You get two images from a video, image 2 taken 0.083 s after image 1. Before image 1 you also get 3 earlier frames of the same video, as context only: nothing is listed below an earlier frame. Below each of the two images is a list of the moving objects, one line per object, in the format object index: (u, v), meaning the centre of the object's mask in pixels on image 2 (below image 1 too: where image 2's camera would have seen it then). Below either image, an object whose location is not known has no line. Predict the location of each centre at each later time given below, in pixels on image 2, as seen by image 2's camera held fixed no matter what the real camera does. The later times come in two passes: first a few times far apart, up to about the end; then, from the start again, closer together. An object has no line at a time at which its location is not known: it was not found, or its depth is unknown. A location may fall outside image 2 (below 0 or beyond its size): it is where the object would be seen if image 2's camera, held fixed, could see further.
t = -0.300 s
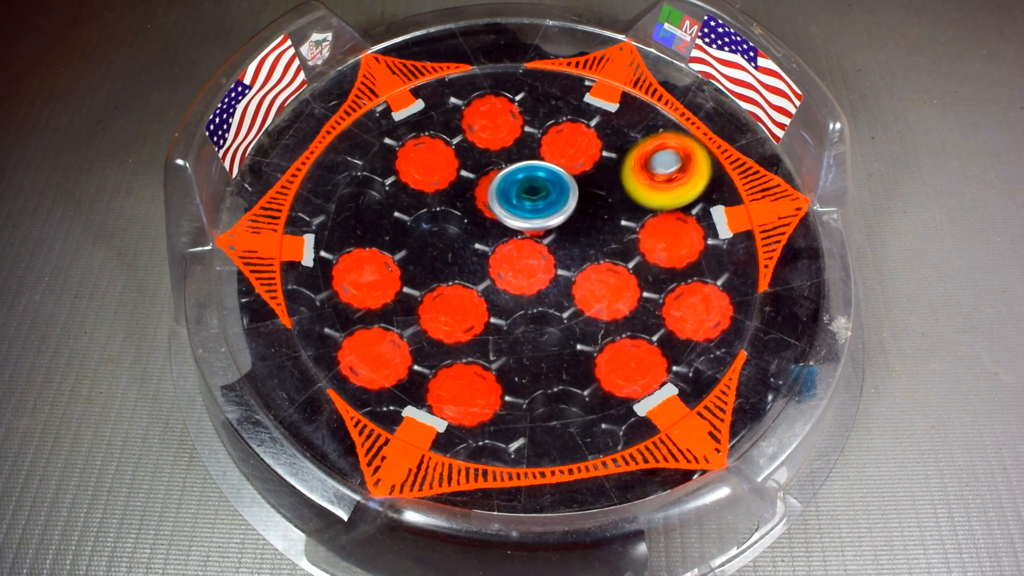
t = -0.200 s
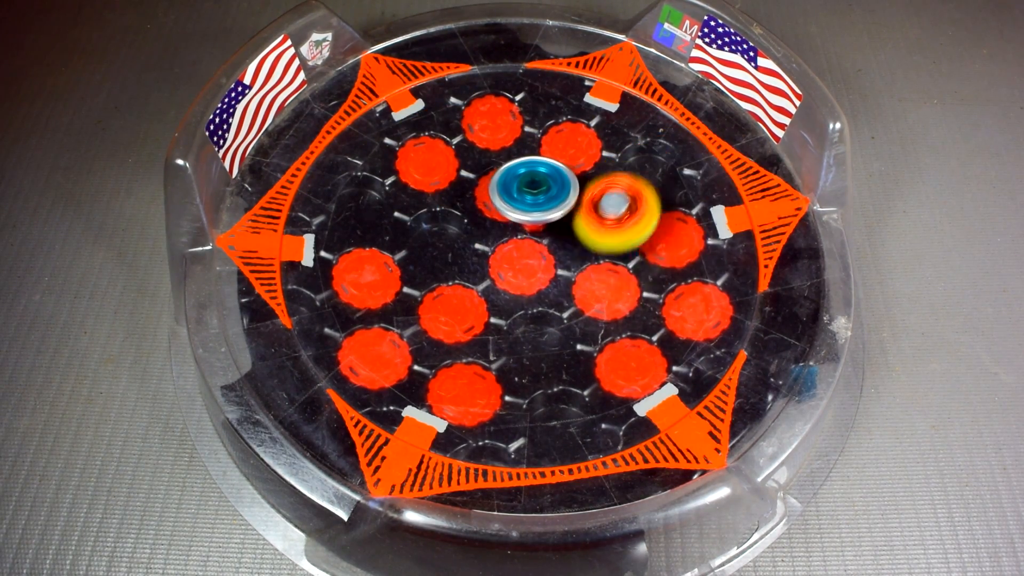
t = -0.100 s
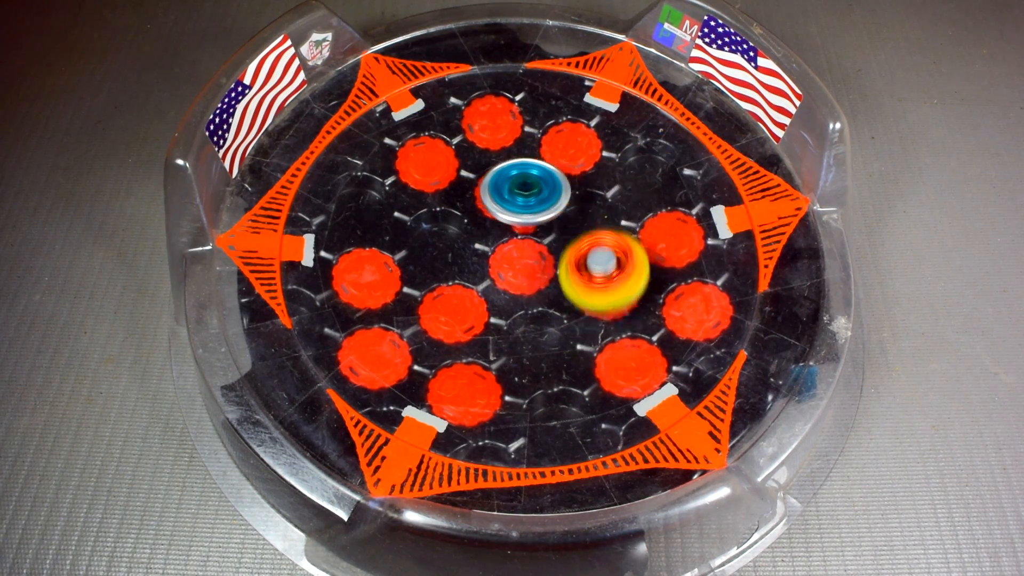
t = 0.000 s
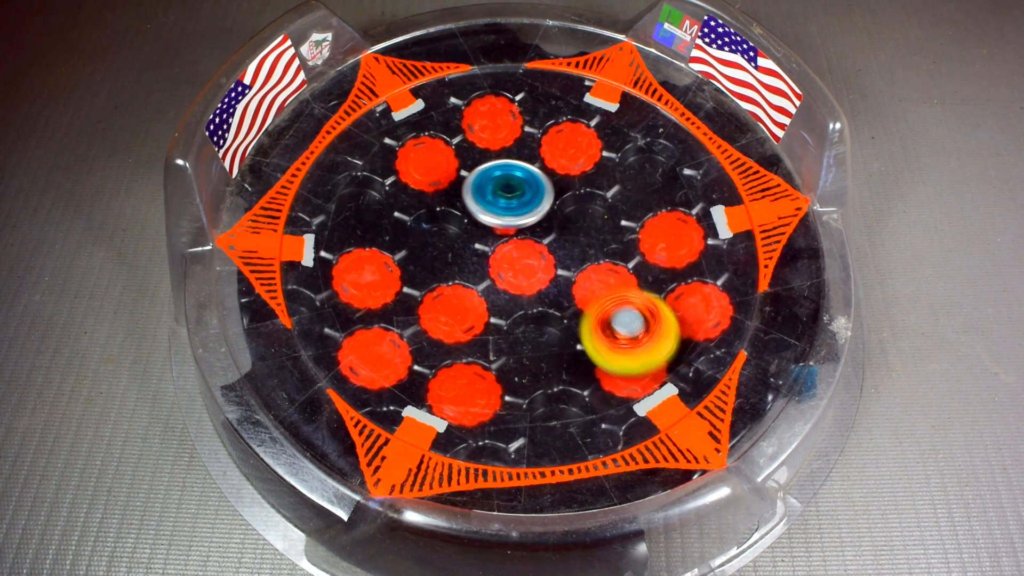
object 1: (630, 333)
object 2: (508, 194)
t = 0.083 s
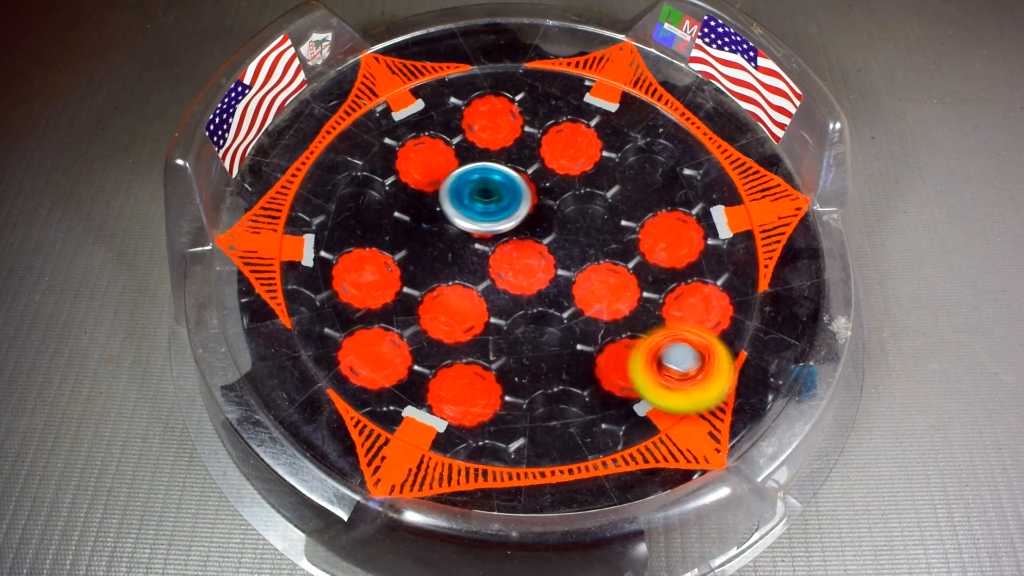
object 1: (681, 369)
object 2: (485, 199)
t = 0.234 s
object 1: (698, 330)
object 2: (465, 208)
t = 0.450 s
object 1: (570, 308)
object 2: (478, 230)
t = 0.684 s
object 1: (502, 365)
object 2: (471, 241)
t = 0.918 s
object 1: (512, 332)
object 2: (465, 245)
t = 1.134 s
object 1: (531, 330)
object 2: (360, 115)
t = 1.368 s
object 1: (538, 248)
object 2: (377, 114)
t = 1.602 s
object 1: (475, 229)
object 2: (346, 199)
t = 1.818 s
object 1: (574, 230)
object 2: (311, 231)
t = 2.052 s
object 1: (548, 180)
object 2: (355, 338)
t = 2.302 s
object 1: (557, 270)
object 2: (573, 425)
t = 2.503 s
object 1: (644, 277)
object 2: (752, 271)
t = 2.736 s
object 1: (572, 236)
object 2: (729, 172)
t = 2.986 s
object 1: (550, 326)
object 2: (670, 158)
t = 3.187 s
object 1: (587, 283)
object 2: (589, 164)
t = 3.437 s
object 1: (539, 290)
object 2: (456, 216)
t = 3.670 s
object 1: (538, 267)
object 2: (421, 233)
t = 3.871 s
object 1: (516, 265)
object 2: (433, 228)
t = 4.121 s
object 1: (510, 268)
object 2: (425, 240)
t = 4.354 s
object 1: (541, 265)
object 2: (434, 239)
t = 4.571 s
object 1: (547, 218)
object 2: (456, 242)
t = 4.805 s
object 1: (502, 227)
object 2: (421, 224)
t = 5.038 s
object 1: (509, 254)
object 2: (390, 223)
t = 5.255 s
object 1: (601, 309)
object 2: (439, 213)
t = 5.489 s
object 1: (678, 298)
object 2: (461, 216)
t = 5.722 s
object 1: (614, 251)
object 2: (540, 279)
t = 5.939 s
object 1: (562, 217)
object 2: (480, 303)
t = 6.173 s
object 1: (549, 153)
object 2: (409, 287)
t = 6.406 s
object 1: (519, 140)
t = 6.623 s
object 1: (520, 193)
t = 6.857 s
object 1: (518, 208)
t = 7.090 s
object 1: (529, 222)
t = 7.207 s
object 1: (529, 219)
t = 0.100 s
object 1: (694, 375)
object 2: (482, 199)
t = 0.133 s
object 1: (703, 361)
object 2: (475, 201)
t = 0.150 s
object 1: (703, 352)
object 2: (472, 202)
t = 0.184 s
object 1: (702, 340)
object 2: (468, 204)
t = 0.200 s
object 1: (702, 336)
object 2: (467, 206)
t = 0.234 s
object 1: (698, 330)
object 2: (465, 208)
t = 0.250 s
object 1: (694, 327)
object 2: (464, 210)
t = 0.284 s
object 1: (682, 320)
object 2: (464, 213)
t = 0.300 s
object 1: (674, 317)
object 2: (465, 215)
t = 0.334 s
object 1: (654, 309)
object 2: (467, 219)
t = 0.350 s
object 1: (643, 306)
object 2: (468, 220)
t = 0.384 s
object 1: (618, 301)
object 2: (471, 224)
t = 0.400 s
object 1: (606, 302)
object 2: (473, 225)
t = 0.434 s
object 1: (581, 304)
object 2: (476, 228)
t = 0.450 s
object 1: (570, 308)
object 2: (478, 230)
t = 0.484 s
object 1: (550, 315)
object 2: (479, 232)
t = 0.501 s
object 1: (542, 319)
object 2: (478, 233)
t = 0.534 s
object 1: (528, 328)
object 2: (474, 233)
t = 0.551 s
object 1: (521, 333)
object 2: (472, 233)
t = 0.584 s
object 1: (510, 343)
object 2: (468, 233)
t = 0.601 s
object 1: (506, 349)
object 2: (467, 233)
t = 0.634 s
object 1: (502, 358)
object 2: (467, 236)
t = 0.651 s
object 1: (502, 362)
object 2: (468, 237)
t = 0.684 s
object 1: (502, 365)
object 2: (471, 241)
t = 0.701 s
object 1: (502, 366)
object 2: (472, 244)
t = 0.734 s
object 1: (506, 365)
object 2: (472, 249)
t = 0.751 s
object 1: (507, 364)
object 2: (471, 252)
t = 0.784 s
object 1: (510, 357)
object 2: (469, 258)
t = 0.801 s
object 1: (510, 353)
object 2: (470, 260)
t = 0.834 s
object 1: (511, 345)
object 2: (477, 262)
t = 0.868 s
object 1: (513, 343)
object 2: (482, 251)
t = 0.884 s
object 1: (514, 339)
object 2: (479, 248)
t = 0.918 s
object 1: (512, 332)
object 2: (465, 245)
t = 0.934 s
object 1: (511, 327)
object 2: (457, 244)
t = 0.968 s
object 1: (506, 317)
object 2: (445, 243)
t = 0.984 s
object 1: (502, 313)
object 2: (441, 243)
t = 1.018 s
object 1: (495, 305)
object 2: (437, 242)
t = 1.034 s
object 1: (498, 307)
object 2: (425, 222)
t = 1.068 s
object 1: (507, 322)
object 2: (397, 185)
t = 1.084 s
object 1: (513, 326)
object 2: (385, 163)
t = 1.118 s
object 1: (524, 330)
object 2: (369, 127)
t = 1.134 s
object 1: (531, 330)
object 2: (360, 115)
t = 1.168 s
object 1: (543, 327)
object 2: (347, 98)
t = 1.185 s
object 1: (549, 323)
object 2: (345, 88)
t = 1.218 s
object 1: (558, 312)
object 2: (346, 81)
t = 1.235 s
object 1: (561, 305)
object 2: (347, 79)
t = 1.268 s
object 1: (563, 289)
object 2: (351, 81)
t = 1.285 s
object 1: (560, 281)
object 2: (354, 83)
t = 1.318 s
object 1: (552, 265)
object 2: (363, 94)
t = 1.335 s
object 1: (547, 258)
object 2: (367, 100)
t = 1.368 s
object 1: (538, 248)
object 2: (377, 114)
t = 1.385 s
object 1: (535, 243)
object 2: (381, 121)
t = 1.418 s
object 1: (527, 234)
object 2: (386, 136)
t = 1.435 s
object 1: (522, 228)
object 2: (386, 144)
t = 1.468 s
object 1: (506, 217)
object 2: (387, 160)
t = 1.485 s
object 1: (497, 213)
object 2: (389, 168)
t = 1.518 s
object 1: (478, 210)
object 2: (394, 184)
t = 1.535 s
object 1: (471, 210)
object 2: (397, 190)
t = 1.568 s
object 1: (467, 217)
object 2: (373, 195)
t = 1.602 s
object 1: (475, 229)
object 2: (346, 199)
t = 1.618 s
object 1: (482, 233)
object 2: (338, 201)
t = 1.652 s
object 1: (497, 241)
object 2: (330, 206)
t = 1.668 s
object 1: (504, 242)
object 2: (329, 210)
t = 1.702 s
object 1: (516, 244)
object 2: (328, 218)
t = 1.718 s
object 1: (523, 245)
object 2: (327, 221)
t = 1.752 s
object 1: (538, 245)
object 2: (323, 226)
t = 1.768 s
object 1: (547, 243)
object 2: (320, 227)
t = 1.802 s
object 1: (567, 235)
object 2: (313, 229)
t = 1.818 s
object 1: (574, 230)
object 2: (311, 231)
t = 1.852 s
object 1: (585, 218)
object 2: (307, 236)
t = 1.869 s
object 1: (589, 212)
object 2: (307, 240)
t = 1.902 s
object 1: (593, 200)
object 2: (307, 251)
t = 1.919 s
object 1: (592, 194)
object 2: (309, 258)
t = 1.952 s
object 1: (586, 184)
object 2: (313, 278)
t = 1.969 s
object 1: (581, 180)
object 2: (319, 290)
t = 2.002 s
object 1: (569, 176)
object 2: (335, 315)
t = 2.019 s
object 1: (562, 176)
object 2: (344, 325)
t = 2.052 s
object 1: (548, 180)
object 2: (355, 338)
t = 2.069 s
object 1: (542, 183)
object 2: (359, 341)
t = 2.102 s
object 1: (532, 194)
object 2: (372, 349)
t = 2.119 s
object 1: (528, 200)
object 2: (382, 357)
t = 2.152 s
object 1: (524, 216)
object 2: (409, 380)
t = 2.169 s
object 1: (523, 223)
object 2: (425, 389)
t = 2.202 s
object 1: (525, 235)
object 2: (454, 411)
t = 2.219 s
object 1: (527, 240)
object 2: (469, 424)
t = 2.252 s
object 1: (535, 251)
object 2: (505, 443)
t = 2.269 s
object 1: (541, 257)
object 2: (528, 437)
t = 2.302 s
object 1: (557, 270)
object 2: (573, 425)
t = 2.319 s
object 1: (565, 275)
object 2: (598, 416)
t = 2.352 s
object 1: (582, 281)
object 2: (649, 397)
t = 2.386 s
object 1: (598, 285)
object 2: (697, 378)
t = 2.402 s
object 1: (605, 286)
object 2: (711, 360)
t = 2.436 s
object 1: (620, 287)
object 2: (732, 328)
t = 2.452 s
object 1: (626, 286)
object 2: (741, 313)
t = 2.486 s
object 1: (638, 281)
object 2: (750, 285)
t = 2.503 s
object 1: (644, 277)
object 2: (752, 271)
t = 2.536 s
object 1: (650, 266)
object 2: (751, 243)
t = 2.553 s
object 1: (651, 260)
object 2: (750, 231)
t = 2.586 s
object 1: (646, 247)
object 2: (747, 209)
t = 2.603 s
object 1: (641, 242)
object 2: (745, 201)
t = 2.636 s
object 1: (627, 233)
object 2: (740, 189)
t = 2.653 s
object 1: (618, 231)
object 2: (738, 185)
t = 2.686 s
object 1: (599, 230)
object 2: (734, 178)
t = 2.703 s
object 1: (590, 231)
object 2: (733, 176)
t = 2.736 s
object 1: (572, 236)
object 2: (729, 172)
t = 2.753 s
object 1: (564, 240)
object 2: (726, 170)
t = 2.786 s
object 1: (550, 249)
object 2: (721, 167)
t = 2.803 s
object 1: (544, 256)
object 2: (718, 166)
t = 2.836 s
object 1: (536, 270)
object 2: (710, 164)
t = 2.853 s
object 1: (532, 278)
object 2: (707, 163)
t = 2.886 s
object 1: (531, 294)
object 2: (699, 161)
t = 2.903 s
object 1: (531, 301)
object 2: (695, 161)
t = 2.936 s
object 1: (535, 313)
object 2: (686, 159)
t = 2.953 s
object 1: (539, 318)
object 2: (681, 160)
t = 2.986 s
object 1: (550, 326)
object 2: (670, 158)
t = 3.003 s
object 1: (556, 328)
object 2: (665, 157)
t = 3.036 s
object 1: (568, 328)
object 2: (653, 156)
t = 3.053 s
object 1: (573, 327)
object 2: (647, 156)
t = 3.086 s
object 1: (583, 321)
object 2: (633, 157)
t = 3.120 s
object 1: (589, 311)
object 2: (619, 158)
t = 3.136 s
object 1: (591, 304)
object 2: (612, 160)
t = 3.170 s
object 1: (590, 290)
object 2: (597, 162)
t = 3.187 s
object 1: (587, 283)
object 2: (589, 164)
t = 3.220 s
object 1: (578, 270)
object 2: (573, 167)
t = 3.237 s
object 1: (572, 264)
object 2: (565, 169)
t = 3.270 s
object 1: (558, 252)
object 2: (548, 172)
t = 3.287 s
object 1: (552, 247)
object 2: (538, 174)
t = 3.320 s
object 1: (544, 252)
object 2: (519, 171)
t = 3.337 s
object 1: (543, 260)
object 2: (512, 168)
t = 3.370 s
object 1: (541, 275)
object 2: (497, 179)
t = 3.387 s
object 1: (540, 280)
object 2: (486, 191)
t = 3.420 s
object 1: (539, 287)
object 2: (464, 208)
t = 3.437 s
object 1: (539, 290)
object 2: (456, 216)
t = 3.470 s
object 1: (541, 293)
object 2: (443, 228)
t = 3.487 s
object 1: (541, 293)
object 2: (438, 231)
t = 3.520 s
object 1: (543, 293)
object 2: (430, 233)
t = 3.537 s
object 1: (544, 292)
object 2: (426, 233)
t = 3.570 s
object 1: (546, 288)
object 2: (422, 233)
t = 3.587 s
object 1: (546, 285)
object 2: (420, 234)
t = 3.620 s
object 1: (545, 279)
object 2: (419, 234)
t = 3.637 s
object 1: (543, 275)
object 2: (419, 234)
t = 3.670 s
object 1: (538, 267)
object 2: (421, 233)
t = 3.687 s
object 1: (536, 264)
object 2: (423, 233)
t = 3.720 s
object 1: (531, 260)
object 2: (426, 232)
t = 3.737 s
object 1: (529, 260)
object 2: (428, 231)
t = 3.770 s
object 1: (525, 261)
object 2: (431, 229)
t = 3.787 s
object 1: (523, 262)
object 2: (433, 228)
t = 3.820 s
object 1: (520, 265)
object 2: (434, 227)
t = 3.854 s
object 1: (517, 266)
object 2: (434, 227)
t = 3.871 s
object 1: (516, 265)
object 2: (433, 228)
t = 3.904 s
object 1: (513, 264)
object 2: (432, 229)
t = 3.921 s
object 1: (511, 264)
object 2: (431, 230)
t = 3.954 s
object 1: (509, 264)
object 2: (429, 231)
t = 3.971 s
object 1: (508, 265)
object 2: (427, 231)
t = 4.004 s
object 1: (506, 265)
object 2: (426, 232)
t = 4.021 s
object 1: (506, 266)
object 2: (425, 233)
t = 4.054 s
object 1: (506, 267)
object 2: (425, 235)
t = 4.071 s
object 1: (507, 268)
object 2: (425, 236)
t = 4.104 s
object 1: (509, 268)
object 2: (425, 239)
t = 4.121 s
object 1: (510, 268)
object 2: (425, 240)
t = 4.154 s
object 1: (514, 268)
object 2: (426, 242)
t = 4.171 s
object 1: (516, 267)
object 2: (426, 243)
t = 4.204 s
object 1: (519, 265)
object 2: (427, 245)
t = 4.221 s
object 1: (521, 265)
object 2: (428, 246)
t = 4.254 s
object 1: (525, 264)
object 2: (429, 246)
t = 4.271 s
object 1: (527, 264)
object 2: (429, 245)
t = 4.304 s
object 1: (532, 265)
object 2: (431, 243)
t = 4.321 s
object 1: (535, 265)
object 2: (432, 242)
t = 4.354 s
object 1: (541, 265)
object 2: (434, 239)
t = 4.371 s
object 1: (545, 265)
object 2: (436, 238)
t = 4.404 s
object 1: (552, 261)
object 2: (440, 238)
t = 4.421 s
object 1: (555, 258)
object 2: (441, 238)
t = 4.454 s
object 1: (559, 249)
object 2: (444, 240)
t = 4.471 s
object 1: (560, 245)
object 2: (446, 241)
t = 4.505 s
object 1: (559, 234)
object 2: (449, 242)
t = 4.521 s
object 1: (558, 230)
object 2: (450, 243)
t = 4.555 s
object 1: (551, 221)
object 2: (454, 243)
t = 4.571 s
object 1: (547, 218)
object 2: (456, 242)
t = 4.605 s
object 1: (538, 214)
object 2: (460, 242)
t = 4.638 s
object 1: (530, 212)
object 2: (462, 243)
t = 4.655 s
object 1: (527, 213)
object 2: (463, 245)
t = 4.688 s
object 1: (520, 215)
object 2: (459, 248)
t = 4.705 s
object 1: (516, 217)
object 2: (450, 251)
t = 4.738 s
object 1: (510, 222)
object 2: (438, 248)
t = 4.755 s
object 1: (508, 224)
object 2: (434, 243)
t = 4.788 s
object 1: (503, 226)
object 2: (426, 230)
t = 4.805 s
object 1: (502, 227)
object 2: (421, 224)
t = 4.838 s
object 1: (501, 231)
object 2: (411, 214)
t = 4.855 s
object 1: (501, 233)
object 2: (407, 210)
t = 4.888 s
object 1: (499, 236)
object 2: (403, 206)
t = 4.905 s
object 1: (498, 238)
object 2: (402, 205)
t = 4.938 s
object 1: (493, 240)
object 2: (403, 207)
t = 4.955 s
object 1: (490, 241)
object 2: (405, 210)
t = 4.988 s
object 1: (486, 243)
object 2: (410, 218)
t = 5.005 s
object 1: (492, 245)
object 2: (408, 221)
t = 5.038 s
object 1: (509, 254)
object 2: (390, 223)
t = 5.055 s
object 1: (516, 261)
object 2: (384, 225)
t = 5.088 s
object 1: (528, 274)
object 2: (385, 231)
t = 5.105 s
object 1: (535, 280)
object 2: (391, 233)
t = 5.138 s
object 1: (549, 289)
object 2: (408, 241)
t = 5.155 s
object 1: (557, 293)
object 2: (414, 241)
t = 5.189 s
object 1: (572, 299)
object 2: (423, 237)
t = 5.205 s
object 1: (579, 302)
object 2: (427, 232)
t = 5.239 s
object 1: (593, 308)
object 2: (435, 219)
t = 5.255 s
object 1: (601, 309)
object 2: (439, 213)
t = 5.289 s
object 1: (615, 314)
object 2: (447, 202)
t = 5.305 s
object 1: (621, 315)
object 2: (450, 198)
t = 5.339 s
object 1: (635, 316)
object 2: (457, 191)
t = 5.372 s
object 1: (650, 315)
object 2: (463, 187)
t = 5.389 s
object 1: (656, 314)
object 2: (465, 188)
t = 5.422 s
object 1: (668, 310)
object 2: (467, 192)
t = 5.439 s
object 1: (673, 308)
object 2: (466, 197)
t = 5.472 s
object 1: (677, 302)
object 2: (464, 208)
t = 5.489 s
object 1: (678, 298)
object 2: (461, 216)
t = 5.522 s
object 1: (675, 290)
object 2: (455, 231)
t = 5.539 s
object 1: (672, 286)
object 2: (451, 241)
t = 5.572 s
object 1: (661, 278)
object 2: (447, 256)
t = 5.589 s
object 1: (656, 274)
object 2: (449, 260)
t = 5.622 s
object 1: (644, 268)
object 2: (465, 261)
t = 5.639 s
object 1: (637, 266)
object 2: (480, 262)
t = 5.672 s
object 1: (626, 261)
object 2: (509, 267)
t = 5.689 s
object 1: (621, 258)
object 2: (524, 272)
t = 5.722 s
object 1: (614, 251)
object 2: (540, 279)
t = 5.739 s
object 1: (613, 248)
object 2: (534, 286)
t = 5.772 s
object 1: (612, 242)
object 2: (519, 296)
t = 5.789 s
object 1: (609, 239)
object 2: (510, 302)
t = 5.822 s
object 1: (600, 230)
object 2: (491, 313)
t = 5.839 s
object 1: (596, 227)
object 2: (482, 318)
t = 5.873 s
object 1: (585, 222)
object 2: (469, 321)
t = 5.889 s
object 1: (580, 220)
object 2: (468, 321)
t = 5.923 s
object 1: (568, 217)
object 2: (475, 310)
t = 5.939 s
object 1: (562, 217)
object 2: (480, 303)
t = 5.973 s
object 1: (550, 216)
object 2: (492, 284)
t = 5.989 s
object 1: (545, 216)
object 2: (498, 273)
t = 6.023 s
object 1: (550, 195)
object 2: (482, 280)
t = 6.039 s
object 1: (553, 187)
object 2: (473, 285)
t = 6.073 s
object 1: (555, 177)
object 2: (455, 294)
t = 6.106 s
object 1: (552, 170)
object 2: (439, 294)
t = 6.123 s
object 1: (551, 165)
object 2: (428, 293)
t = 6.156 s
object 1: (550, 157)
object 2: (413, 289)
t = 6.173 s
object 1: (549, 153)
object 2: (409, 287)
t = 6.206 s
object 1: (547, 145)
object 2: (417, 282)
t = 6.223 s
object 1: (545, 141)
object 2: (428, 279)
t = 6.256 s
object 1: (541, 135)
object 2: (445, 271)
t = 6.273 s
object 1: (538, 132)
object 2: (460, 267)
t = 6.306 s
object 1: (533, 129)
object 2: (480, 270)
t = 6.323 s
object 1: (530, 129)
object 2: (488, 275)
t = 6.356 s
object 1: (524, 132)
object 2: (504, 289)
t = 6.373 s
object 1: (521, 135)
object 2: (511, 296)
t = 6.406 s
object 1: (519, 140)
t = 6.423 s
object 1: (517, 145)
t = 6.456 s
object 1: (514, 152)
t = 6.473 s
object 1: (514, 155)
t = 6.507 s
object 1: (514, 163)
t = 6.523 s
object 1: (514, 167)
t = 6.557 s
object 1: (516, 174)
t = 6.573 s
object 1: (517, 178)
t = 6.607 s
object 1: (519, 188)
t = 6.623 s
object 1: (520, 193)
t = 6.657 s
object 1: (518, 190)
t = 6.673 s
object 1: (517, 186)
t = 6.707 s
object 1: (519, 186)
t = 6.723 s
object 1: (519, 187)
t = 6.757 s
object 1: (520, 193)
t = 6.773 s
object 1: (520, 195)
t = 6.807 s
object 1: (519, 200)
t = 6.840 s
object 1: (518, 204)
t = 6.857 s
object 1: (518, 208)
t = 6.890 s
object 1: (519, 214)
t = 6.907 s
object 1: (519, 216)
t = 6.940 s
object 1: (520, 222)
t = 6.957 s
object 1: (521, 225)
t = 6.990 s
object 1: (522, 226)
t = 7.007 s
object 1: (523, 226)
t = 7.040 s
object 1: (525, 225)
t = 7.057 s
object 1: (526, 224)
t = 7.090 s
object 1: (529, 222)
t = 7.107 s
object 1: (530, 220)
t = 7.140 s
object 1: (532, 218)
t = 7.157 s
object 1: (532, 218)
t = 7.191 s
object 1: (531, 219)
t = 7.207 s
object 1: (529, 219)
